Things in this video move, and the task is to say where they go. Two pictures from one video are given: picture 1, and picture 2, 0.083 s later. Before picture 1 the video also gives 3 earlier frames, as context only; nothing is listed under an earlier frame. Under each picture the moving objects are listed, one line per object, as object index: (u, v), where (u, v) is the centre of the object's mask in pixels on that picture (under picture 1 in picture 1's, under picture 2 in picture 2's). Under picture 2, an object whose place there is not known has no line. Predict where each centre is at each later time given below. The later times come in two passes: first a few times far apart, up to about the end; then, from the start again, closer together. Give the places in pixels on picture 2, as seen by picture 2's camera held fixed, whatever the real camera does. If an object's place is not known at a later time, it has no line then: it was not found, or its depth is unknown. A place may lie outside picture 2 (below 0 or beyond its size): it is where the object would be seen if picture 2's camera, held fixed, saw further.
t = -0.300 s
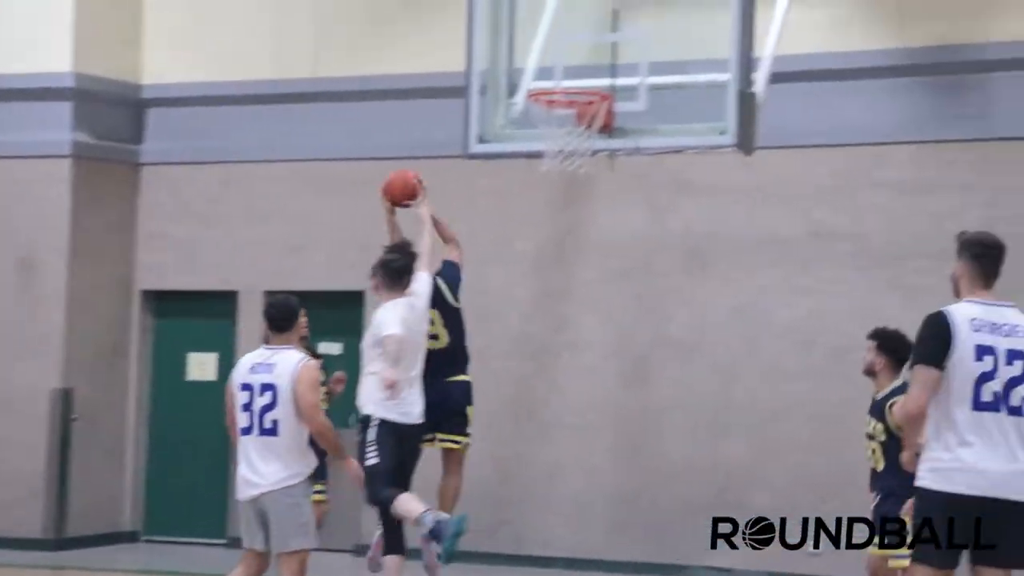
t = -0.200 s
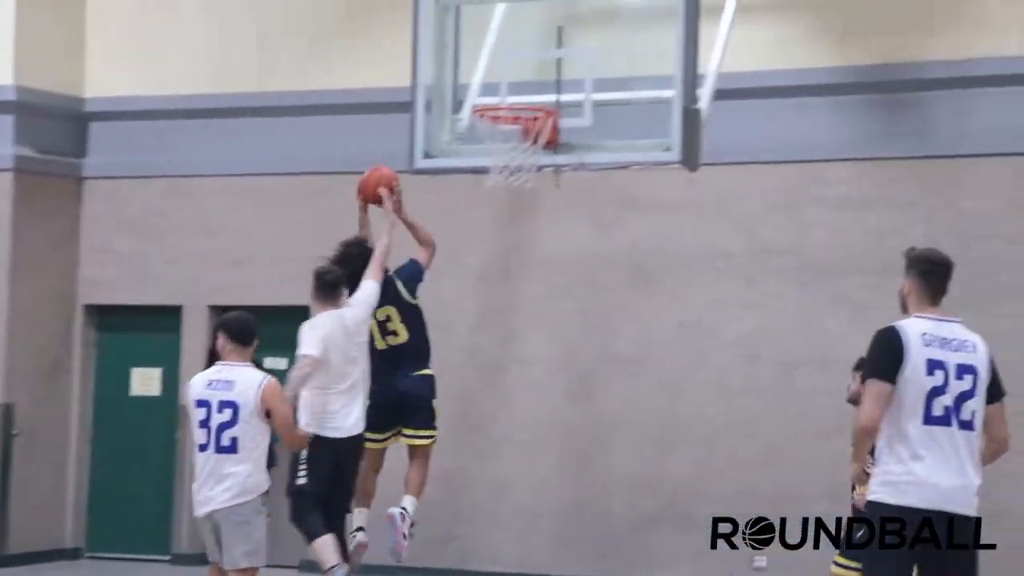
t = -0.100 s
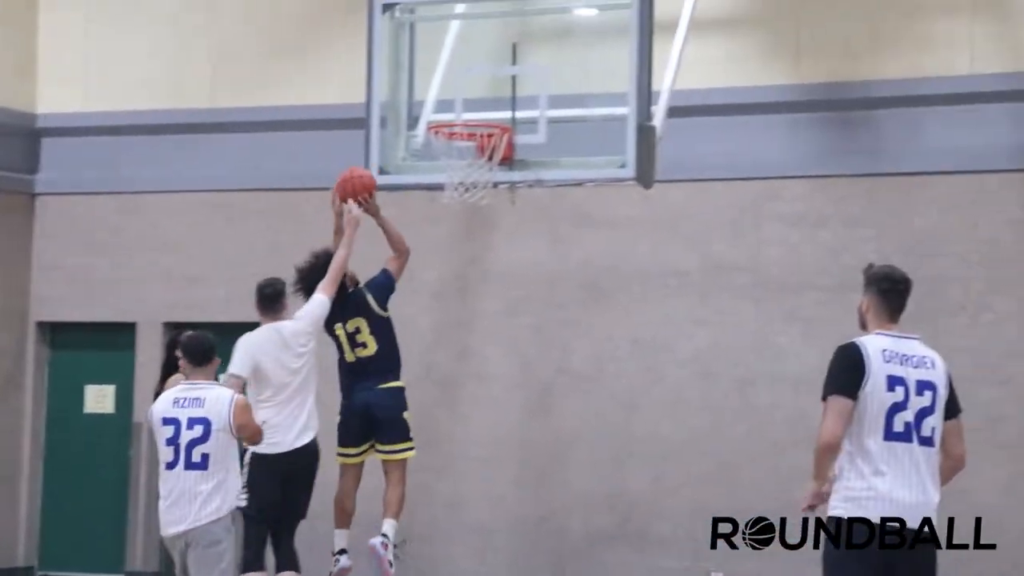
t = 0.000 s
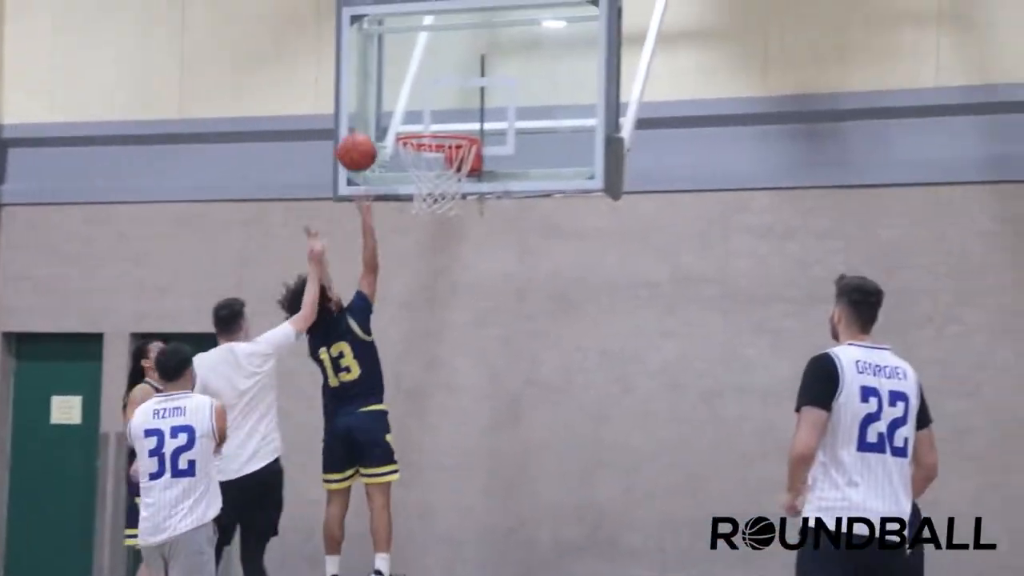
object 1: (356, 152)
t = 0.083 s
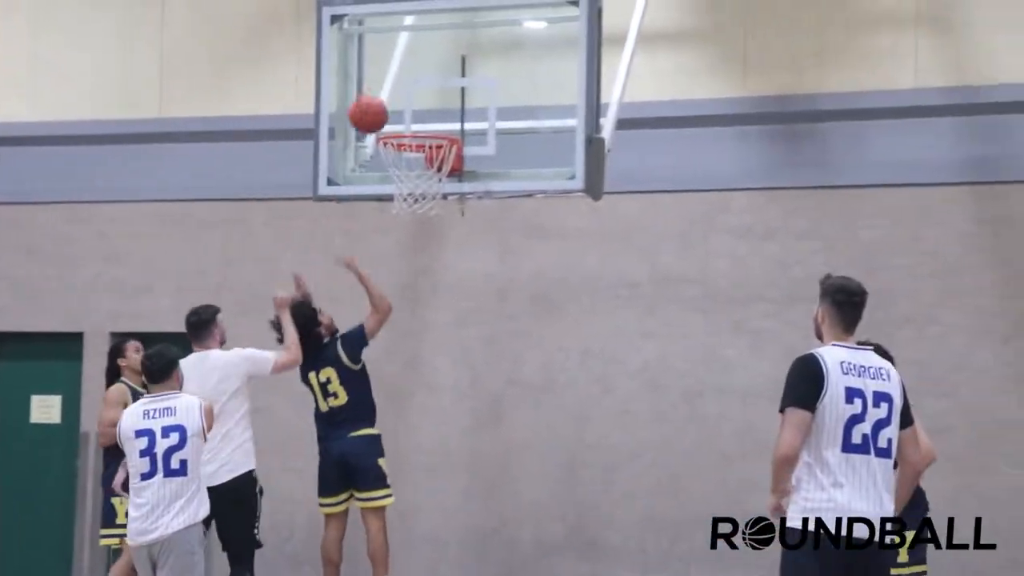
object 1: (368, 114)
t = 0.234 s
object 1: (407, 79)
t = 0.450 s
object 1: (419, 104)
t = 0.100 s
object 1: (374, 108)
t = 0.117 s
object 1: (380, 102)
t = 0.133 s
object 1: (386, 96)
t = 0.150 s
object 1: (392, 92)
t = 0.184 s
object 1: (403, 84)
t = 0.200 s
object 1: (404, 82)
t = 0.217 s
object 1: (406, 80)
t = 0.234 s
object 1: (407, 79)
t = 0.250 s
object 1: (407, 78)
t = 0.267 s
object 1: (408, 78)
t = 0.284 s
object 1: (410, 78)
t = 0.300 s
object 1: (411, 78)
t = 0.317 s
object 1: (412, 79)
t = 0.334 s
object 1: (413, 81)
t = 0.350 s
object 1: (414, 83)
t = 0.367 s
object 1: (414, 85)
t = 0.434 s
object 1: (418, 99)
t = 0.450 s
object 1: (419, 104)
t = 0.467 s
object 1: (420, 109)
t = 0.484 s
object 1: (420, 114)
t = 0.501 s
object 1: (421, 118)
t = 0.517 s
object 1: (423, 122)
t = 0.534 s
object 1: (422, 125)
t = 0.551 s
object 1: (419, 137)
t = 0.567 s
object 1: (415, 143)
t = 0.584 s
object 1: (416, 153)
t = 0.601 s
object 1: (413, 156)
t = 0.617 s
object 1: (414, 157)
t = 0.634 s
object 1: (411, 163)
